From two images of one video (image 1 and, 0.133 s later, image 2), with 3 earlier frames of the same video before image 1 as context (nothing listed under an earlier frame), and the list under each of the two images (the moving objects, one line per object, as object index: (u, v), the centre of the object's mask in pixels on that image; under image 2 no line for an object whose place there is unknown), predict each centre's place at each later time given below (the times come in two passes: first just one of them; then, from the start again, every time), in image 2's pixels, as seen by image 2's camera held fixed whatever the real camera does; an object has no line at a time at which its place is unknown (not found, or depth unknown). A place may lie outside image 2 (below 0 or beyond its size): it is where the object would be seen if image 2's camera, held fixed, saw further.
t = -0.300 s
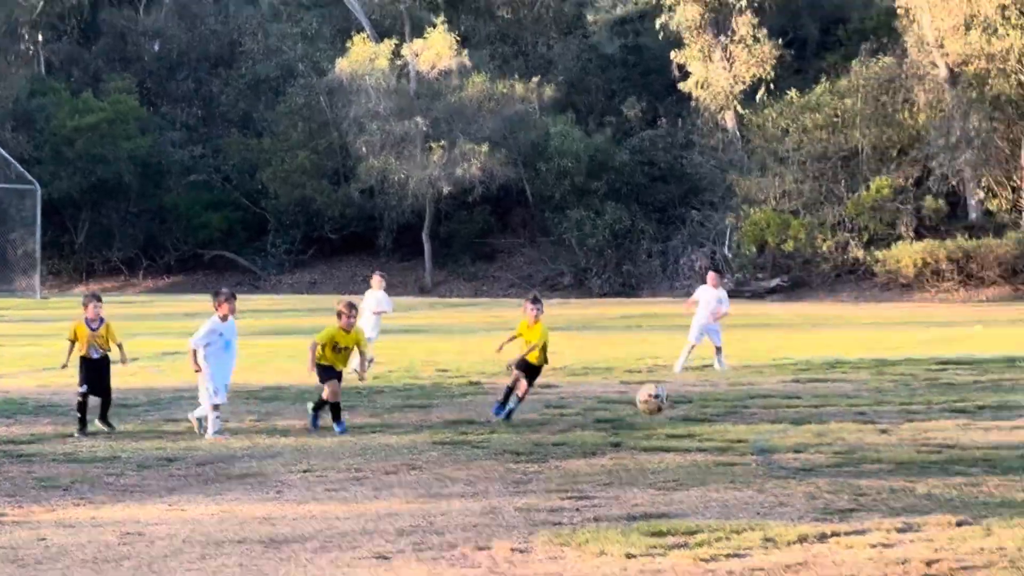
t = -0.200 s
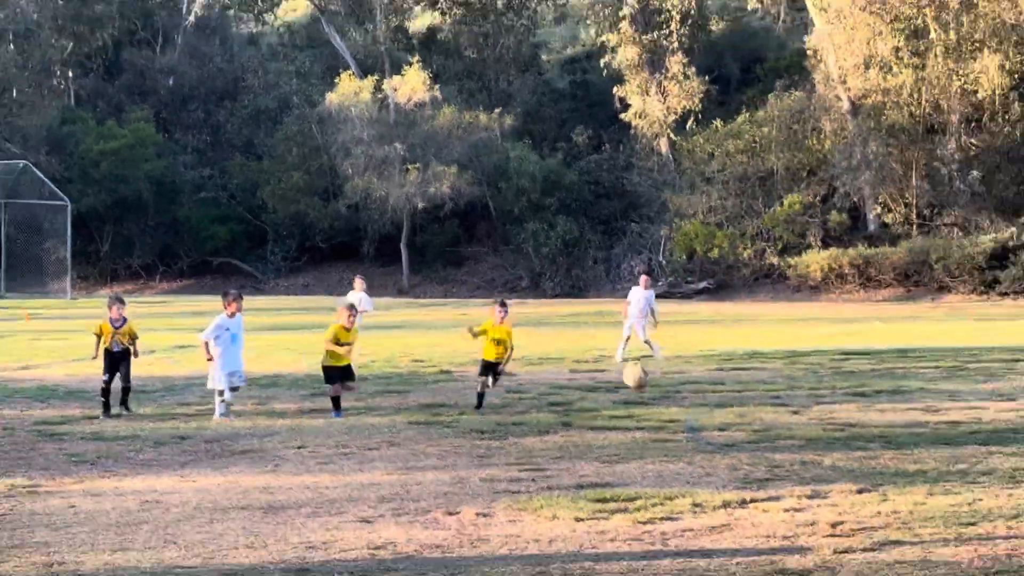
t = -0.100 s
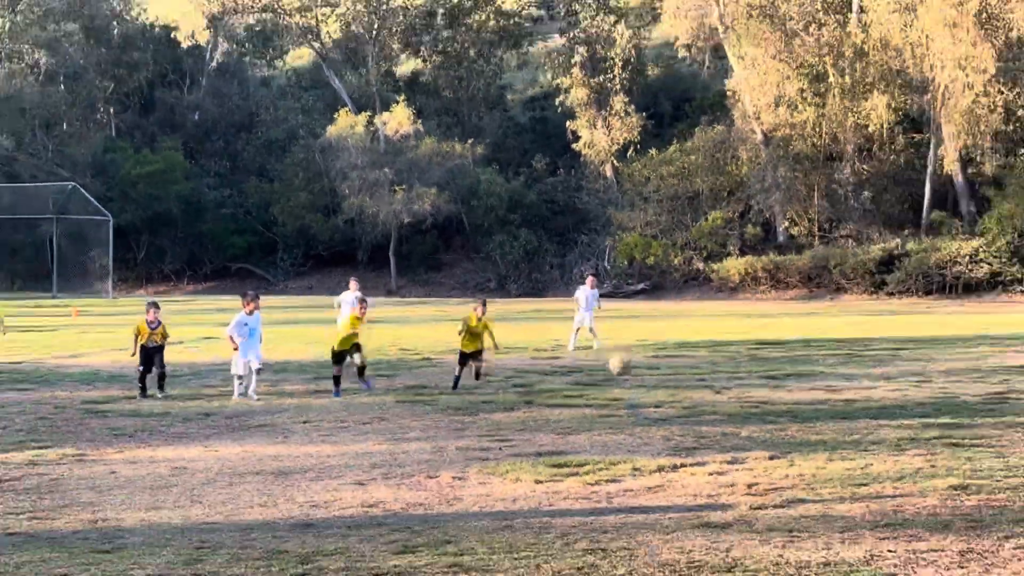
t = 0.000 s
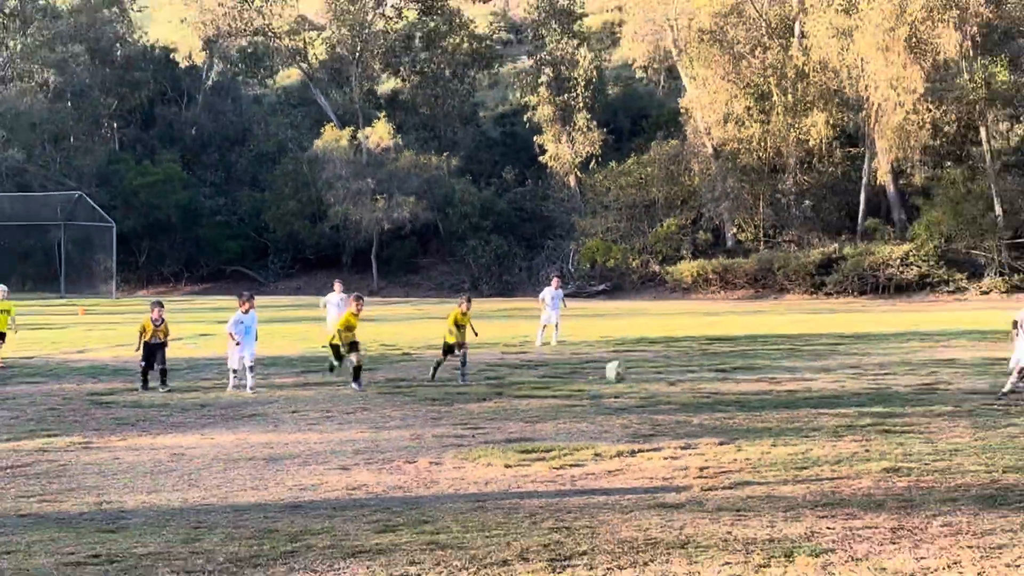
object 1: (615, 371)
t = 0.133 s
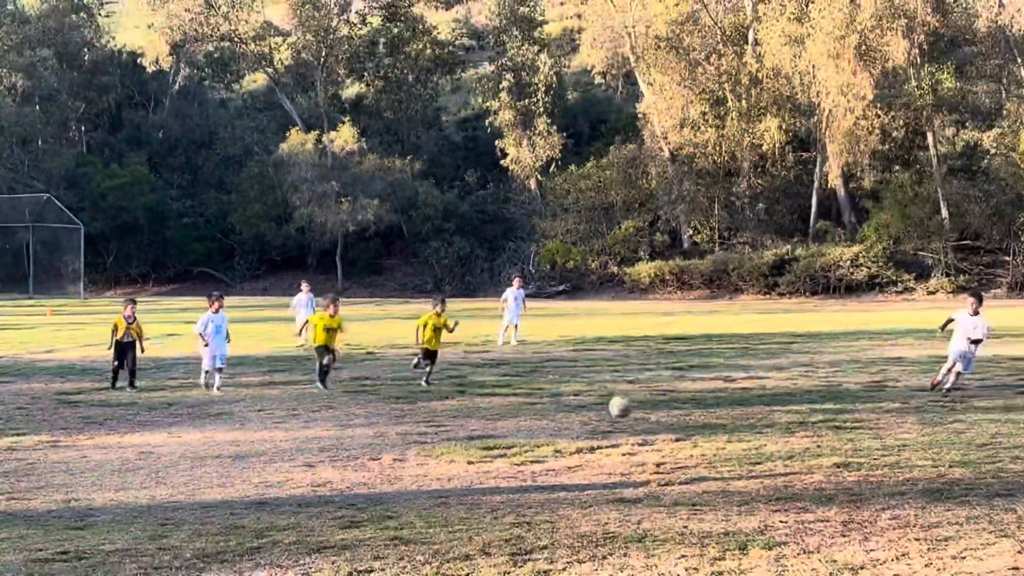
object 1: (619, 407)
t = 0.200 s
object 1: (641, 418)
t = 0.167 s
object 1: (630, 420)
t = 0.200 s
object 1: (641, 418)
